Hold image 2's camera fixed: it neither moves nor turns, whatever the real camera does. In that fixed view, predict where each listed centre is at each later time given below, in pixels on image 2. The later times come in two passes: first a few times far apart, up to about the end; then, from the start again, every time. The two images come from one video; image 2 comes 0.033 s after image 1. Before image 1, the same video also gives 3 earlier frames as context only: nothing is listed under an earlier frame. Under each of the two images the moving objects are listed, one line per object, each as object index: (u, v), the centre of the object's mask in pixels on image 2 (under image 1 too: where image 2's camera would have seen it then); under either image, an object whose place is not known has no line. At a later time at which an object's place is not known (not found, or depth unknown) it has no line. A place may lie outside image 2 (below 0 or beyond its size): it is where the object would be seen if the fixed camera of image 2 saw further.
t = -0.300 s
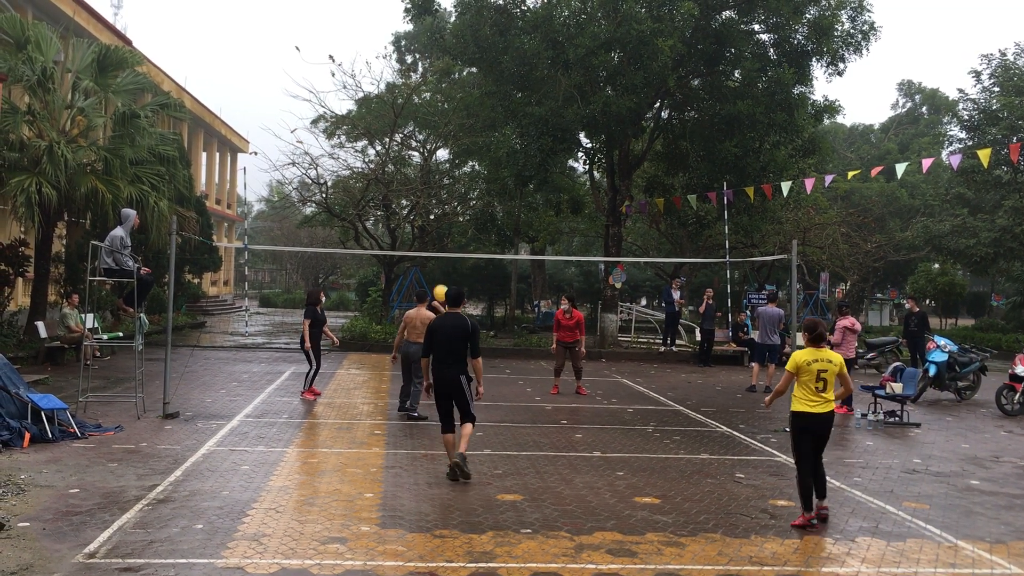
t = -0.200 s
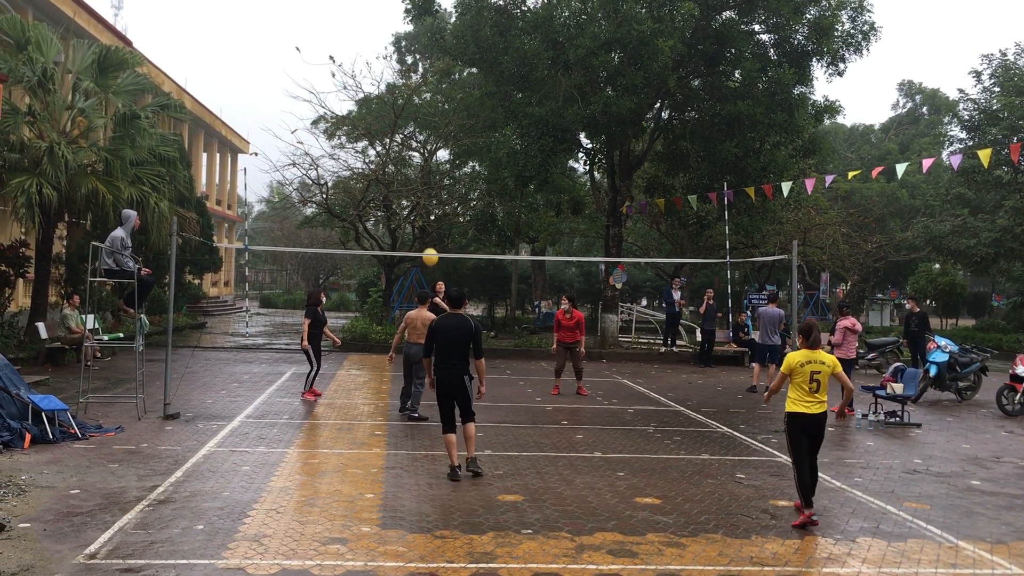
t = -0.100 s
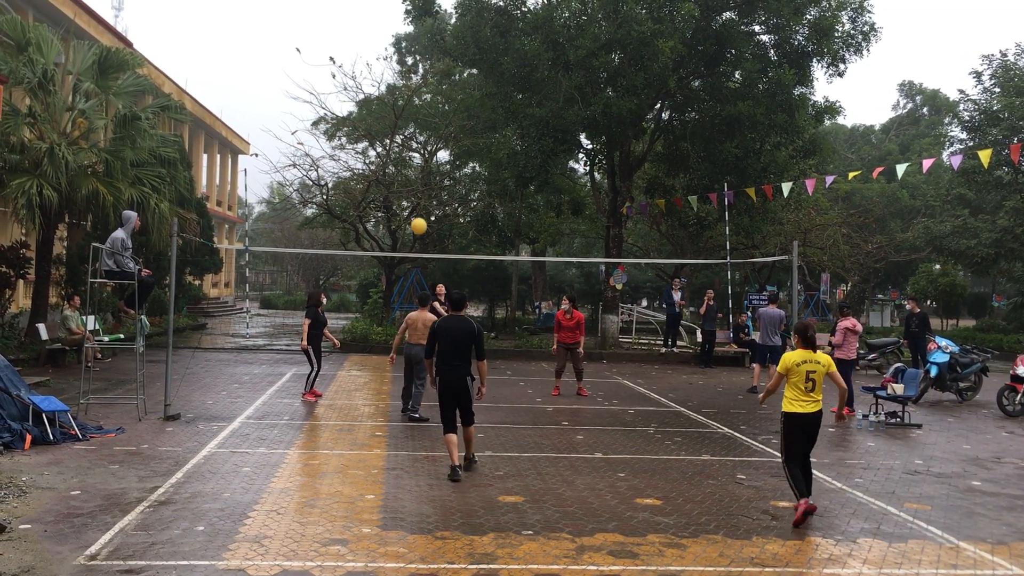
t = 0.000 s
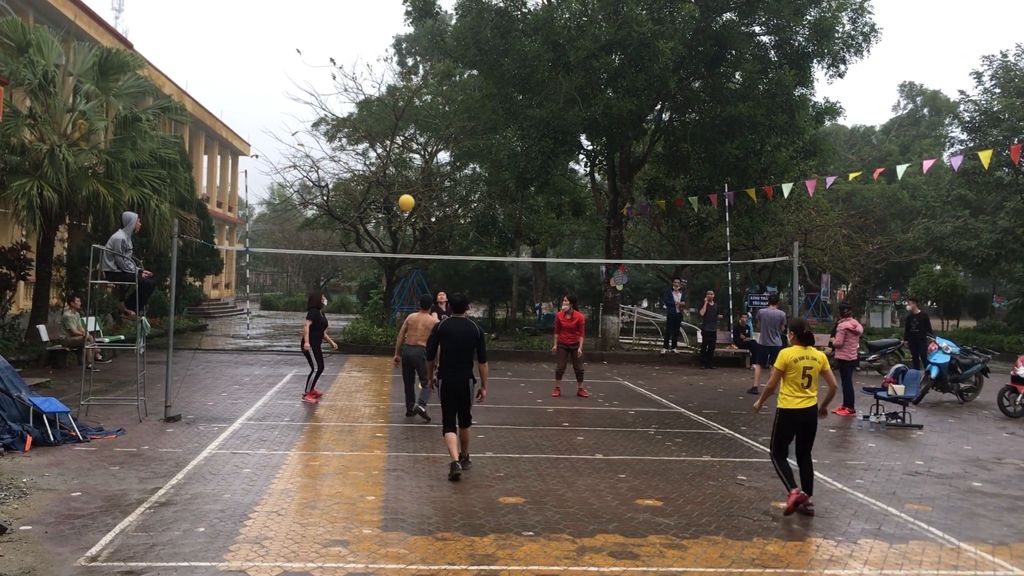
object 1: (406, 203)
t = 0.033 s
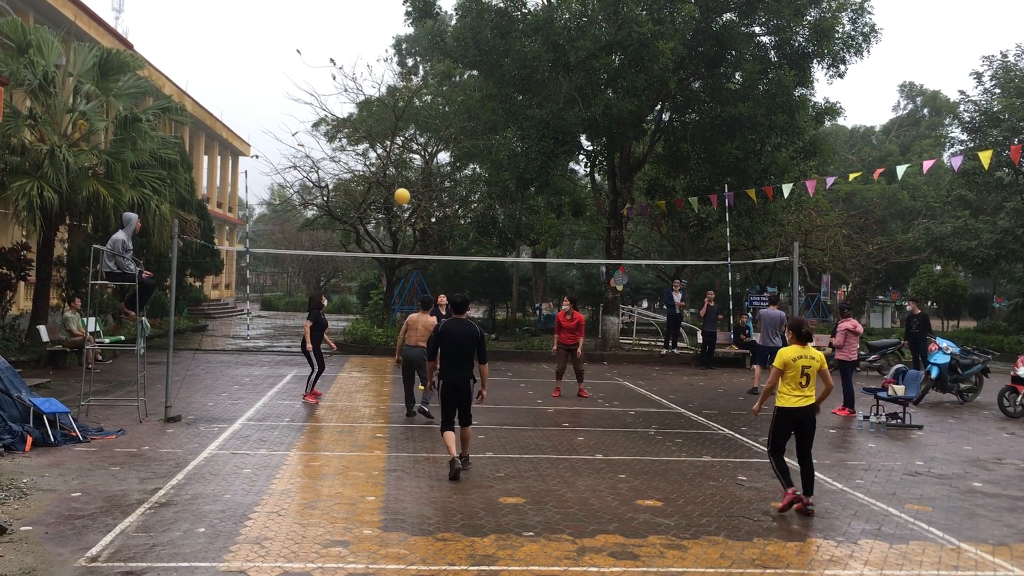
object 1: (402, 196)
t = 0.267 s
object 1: (371, 168)
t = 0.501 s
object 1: (338, 173)
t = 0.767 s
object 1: (300, 221)
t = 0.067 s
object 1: (398, 190)
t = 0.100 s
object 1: (393, 184)
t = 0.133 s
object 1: (389, 179)
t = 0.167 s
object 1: (384, 176)
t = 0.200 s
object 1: (380, 172)
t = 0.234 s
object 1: (375, 170)
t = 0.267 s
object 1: (371, 168)
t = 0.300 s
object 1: (367, 167)
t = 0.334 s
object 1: (362, 166)
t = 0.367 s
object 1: (357, 166)
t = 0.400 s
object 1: (352, 166)
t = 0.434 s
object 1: (348, 168)
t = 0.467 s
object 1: (343, 170)
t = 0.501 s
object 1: (338, 173)
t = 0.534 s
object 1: (333, 177)
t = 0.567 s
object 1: (328, 180)
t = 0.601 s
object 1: (324, 186)
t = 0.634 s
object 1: (319, 191)
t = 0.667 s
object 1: (314, 198)
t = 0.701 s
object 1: (309, 205)
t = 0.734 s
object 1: (305, 213)
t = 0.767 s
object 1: (300, 221)
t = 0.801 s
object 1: (295, 230)
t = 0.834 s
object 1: (290, 240)
